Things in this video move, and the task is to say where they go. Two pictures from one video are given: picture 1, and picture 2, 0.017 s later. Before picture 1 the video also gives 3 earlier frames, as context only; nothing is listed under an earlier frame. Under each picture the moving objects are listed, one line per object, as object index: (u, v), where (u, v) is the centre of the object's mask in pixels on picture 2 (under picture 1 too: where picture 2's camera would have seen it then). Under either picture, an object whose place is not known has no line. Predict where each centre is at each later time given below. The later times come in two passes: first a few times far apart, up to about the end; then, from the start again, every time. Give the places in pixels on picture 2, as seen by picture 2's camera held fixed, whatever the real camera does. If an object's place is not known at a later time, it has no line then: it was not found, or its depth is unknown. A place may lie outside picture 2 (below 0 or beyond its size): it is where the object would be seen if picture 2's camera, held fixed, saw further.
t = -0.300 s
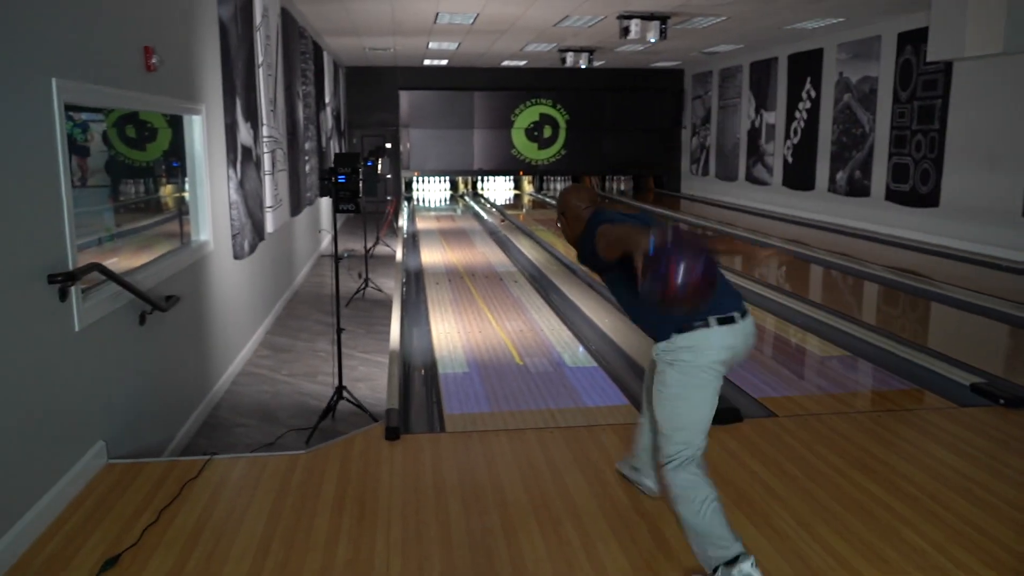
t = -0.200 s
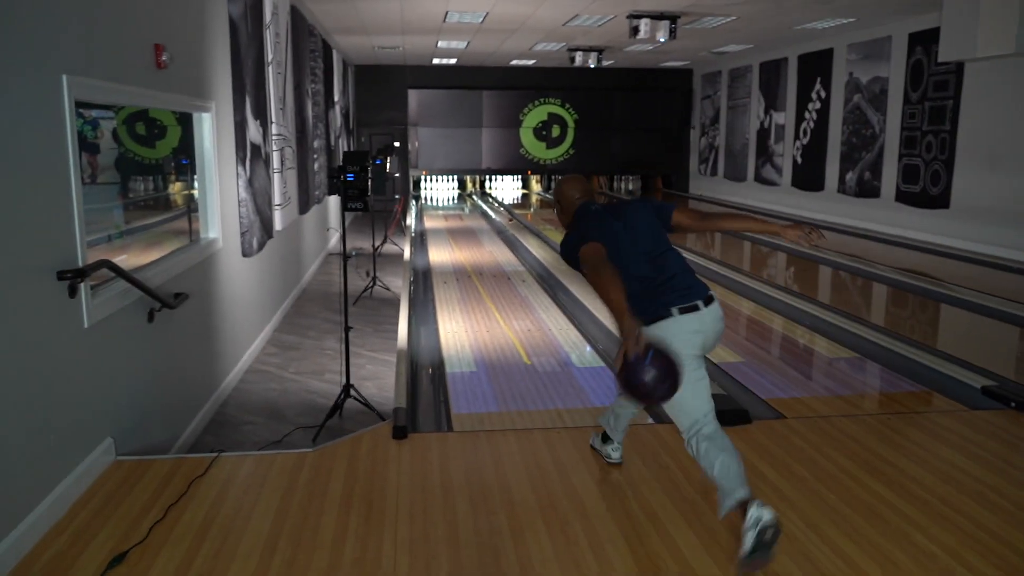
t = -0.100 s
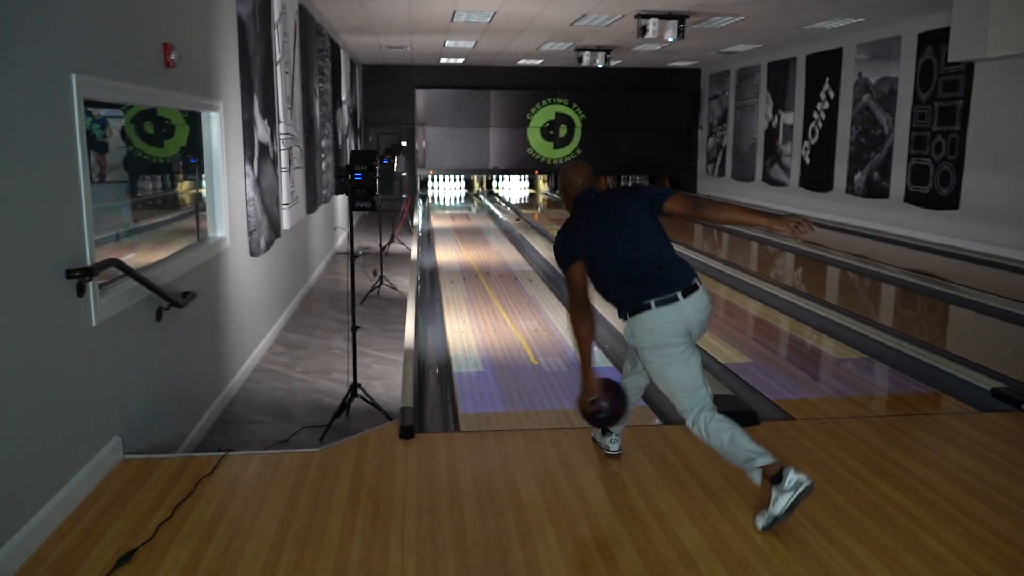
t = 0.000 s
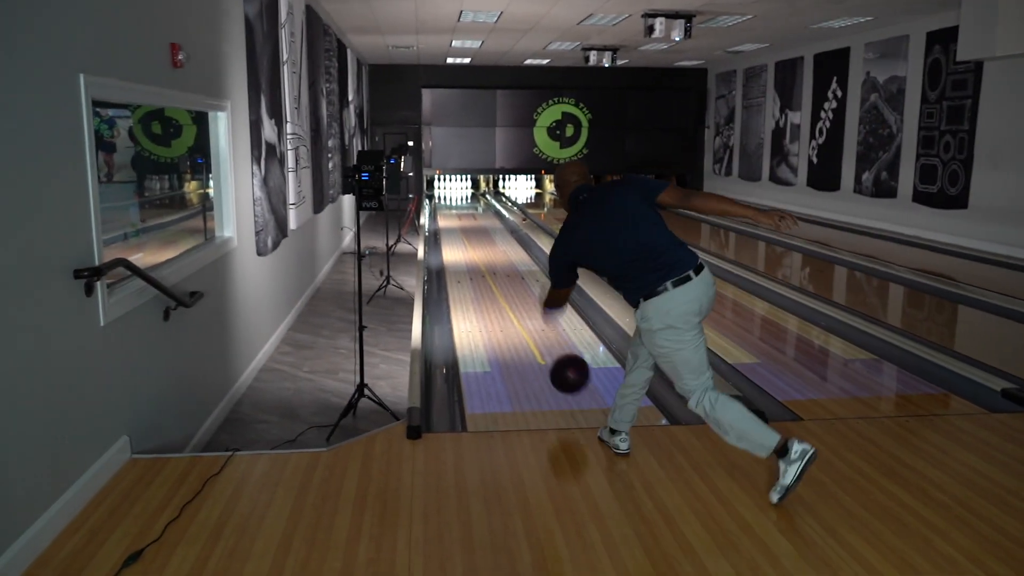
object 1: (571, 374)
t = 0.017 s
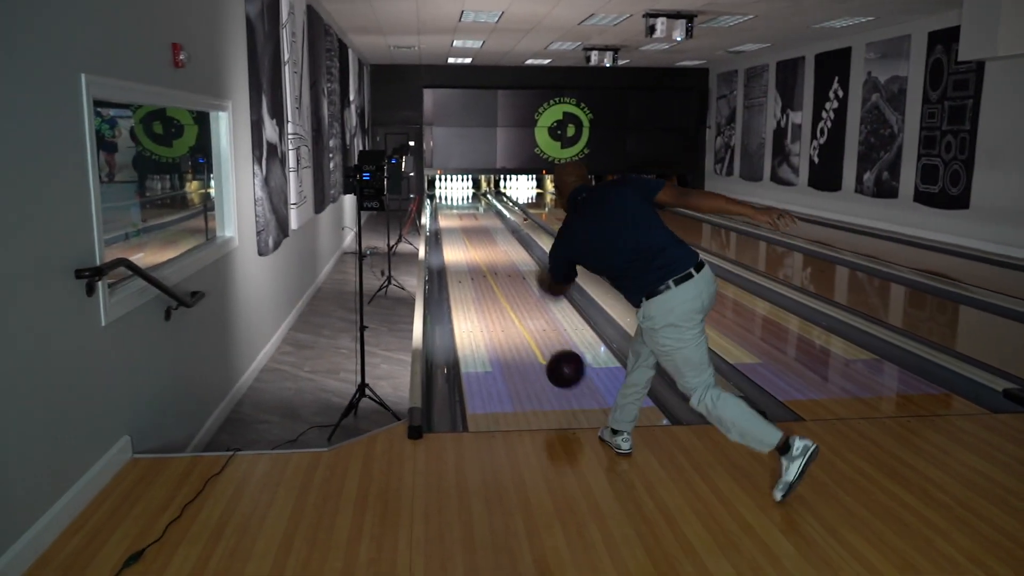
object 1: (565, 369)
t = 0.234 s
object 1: (518, 318)
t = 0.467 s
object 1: (492, 275)
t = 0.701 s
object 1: (475, 248)
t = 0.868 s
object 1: (467, 235)
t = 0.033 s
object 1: (560, 365)
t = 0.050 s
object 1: (555, 361)
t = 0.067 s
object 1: (551, 359)
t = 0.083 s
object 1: (547, 357)
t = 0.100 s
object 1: (543, 356)
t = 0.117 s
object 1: (539, 351)
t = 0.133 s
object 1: (536, 344)
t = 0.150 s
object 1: (533, 340)
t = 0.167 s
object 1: (530, 335)
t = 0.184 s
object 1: (527, 330)
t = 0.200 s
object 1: (524, 326)
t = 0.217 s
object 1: (521, 322)
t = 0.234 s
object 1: (518, 318)
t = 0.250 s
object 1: (516, 314)
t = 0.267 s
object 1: (514, 310)
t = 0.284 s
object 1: (511, 307)
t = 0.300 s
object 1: (509, 303)
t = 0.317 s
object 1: (507, 300)
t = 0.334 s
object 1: (505, 297)
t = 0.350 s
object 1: (503, 294)
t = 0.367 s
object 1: (501, 291)
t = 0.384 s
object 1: (499, 288)
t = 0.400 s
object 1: (498, 285)
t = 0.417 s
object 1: (496, 282)
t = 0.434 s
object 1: (494, 280)
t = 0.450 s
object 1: (493, 277)
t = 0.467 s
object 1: (492, 275)
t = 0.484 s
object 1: (490, 273)
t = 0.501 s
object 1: (488, 270)
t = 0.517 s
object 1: (487, 268)
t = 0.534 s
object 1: (486, 266)
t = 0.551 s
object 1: (485, 264)
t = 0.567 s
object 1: (483, 262)
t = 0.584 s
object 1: (482, 260)
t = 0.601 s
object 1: (481, 258)
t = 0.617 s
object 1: (480, 256)
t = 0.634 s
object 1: (479, 255)
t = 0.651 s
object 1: (478, 253)
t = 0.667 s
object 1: (477, 251)
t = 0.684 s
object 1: (476, 250)
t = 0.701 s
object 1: (475, 248)
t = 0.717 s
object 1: (474, 247)
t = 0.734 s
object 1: (473, 245)
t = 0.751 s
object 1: (472, 244)
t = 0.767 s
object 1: (471, 242)
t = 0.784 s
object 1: (471, 241)
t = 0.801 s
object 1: (470, 240)
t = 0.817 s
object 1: (469, 239)
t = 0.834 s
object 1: (468, 237)
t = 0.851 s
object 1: (468, 236)
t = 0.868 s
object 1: (467, 235)
